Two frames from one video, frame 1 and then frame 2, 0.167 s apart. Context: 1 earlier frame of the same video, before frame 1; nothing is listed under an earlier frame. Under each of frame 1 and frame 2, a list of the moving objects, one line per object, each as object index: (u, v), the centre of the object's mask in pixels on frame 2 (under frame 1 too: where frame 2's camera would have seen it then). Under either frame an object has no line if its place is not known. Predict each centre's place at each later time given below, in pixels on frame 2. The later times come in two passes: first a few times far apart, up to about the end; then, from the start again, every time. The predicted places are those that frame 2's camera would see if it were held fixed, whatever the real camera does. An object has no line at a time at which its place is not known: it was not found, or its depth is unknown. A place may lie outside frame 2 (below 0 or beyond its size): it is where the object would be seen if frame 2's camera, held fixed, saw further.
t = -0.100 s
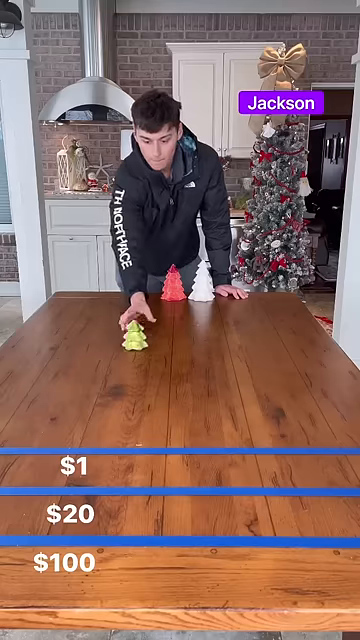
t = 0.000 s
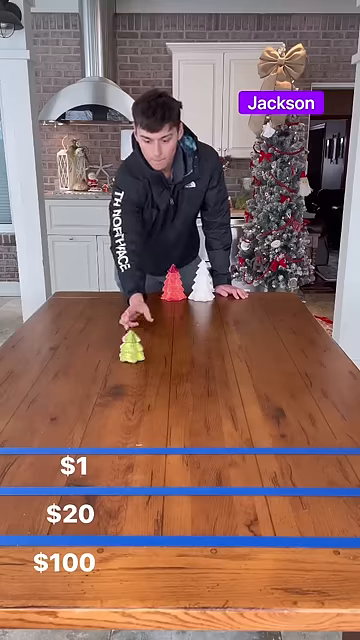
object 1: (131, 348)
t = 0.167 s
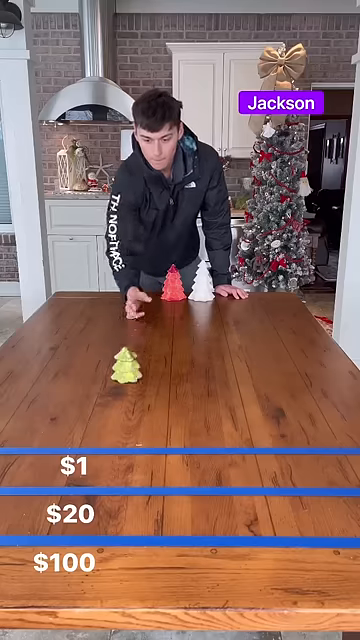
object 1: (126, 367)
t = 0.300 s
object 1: (122, 382)
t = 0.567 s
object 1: (115, 403)
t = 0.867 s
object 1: (113, 408)
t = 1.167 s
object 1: (113, 408)
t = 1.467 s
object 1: (113, 408)
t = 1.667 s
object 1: (113, 408)
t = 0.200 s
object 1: (125, 371)
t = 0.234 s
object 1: (124, 374)
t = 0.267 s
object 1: (123, 378)
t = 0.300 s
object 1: (122, 382)
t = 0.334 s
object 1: (120, 385)
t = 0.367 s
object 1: (119, 388)
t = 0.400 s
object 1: (119, 391)
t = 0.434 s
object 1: (118, 394)
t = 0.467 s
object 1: (117, 396)
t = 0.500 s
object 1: (116, 399)
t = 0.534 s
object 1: (116, 401)
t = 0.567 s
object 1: (115, 403)
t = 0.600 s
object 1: (114, 404)
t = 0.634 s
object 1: (114, 406)
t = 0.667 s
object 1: (114, 407)
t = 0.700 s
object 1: (113, 408)
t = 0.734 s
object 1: (113, 408)
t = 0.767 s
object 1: (113, 408)
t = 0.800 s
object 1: (113, 408)
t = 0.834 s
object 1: (113, 408)
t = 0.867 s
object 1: (113, 408)
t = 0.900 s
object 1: (113, 408)
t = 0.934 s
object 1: (113, 408)
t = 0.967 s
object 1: (113, 408)
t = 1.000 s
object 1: (113, 408)
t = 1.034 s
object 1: (113, 408)
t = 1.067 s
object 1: (113, 408)
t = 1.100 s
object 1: (113, 408)
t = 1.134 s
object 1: (113, 408)
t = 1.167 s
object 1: (113, 408)
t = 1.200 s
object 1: (113, 408)
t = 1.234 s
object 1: (113, 408)
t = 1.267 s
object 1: (113, 408)
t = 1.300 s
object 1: (113, 408)
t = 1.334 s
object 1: (113, 408)
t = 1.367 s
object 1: (113, 408)
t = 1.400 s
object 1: (113, 408)
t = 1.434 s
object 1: (113, 408)
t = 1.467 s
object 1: (113, 408)
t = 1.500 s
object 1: (113, 408)
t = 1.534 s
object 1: (113, 408)
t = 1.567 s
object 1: (113, 408)
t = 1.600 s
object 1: (113, 408)
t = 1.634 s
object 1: (113, 408)
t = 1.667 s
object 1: (113, 408)
